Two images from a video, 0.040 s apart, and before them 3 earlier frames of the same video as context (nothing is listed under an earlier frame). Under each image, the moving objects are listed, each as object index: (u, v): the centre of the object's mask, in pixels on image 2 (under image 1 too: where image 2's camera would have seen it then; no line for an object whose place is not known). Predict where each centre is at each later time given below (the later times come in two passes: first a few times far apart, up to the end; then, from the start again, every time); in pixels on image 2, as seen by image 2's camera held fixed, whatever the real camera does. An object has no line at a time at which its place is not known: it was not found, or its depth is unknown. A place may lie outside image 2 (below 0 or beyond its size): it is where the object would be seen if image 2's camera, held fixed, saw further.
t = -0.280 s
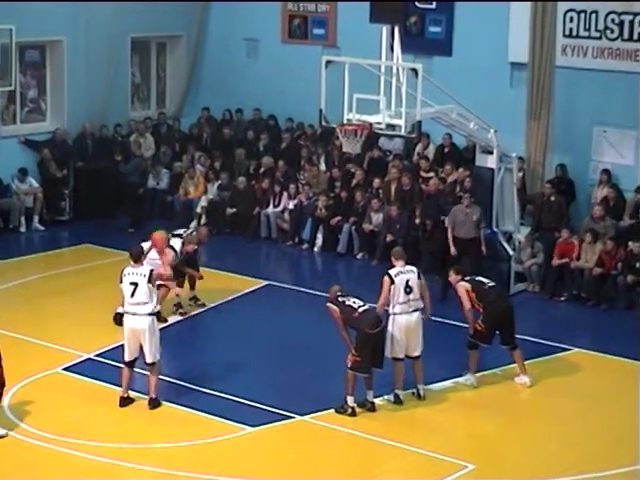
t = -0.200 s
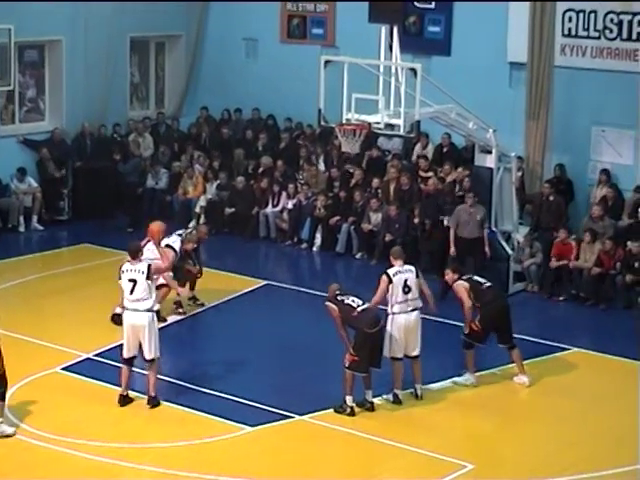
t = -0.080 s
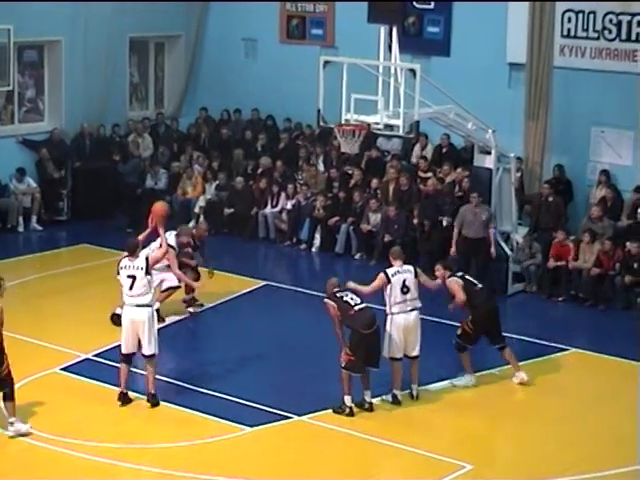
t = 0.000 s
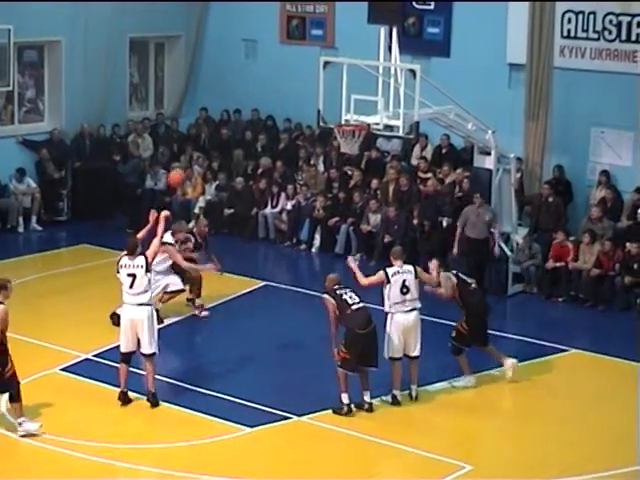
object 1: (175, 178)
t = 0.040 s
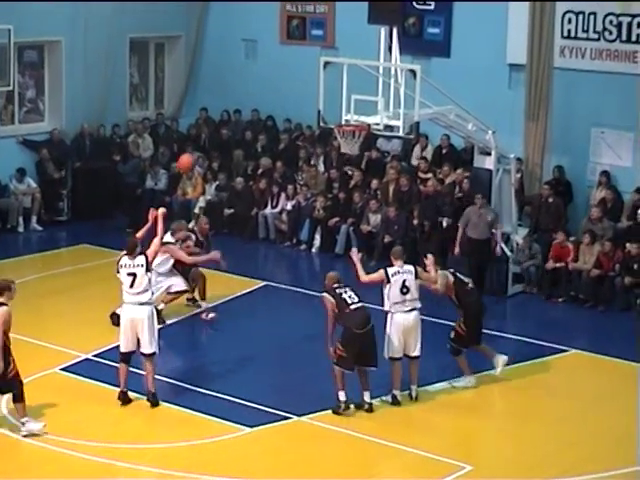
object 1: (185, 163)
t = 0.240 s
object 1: (231, 108)
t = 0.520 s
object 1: (287, 84)
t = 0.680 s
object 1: (317, 95)
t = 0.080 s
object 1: (194, 149)
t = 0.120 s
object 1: (204, 136)
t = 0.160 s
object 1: (213, 126)
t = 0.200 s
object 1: (222, 116)
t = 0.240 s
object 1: (231, 108)
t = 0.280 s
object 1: (239, 101)
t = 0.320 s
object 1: (248, 95)
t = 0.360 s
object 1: (256, 90)
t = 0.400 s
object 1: (264, 86)
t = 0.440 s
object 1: (272, 85)
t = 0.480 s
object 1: (279, 84)
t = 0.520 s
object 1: (287, 84)
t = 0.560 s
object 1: (294, 85)
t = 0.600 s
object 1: (302, 87)
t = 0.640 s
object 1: (309, 91)
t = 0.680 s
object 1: (317, 95)
